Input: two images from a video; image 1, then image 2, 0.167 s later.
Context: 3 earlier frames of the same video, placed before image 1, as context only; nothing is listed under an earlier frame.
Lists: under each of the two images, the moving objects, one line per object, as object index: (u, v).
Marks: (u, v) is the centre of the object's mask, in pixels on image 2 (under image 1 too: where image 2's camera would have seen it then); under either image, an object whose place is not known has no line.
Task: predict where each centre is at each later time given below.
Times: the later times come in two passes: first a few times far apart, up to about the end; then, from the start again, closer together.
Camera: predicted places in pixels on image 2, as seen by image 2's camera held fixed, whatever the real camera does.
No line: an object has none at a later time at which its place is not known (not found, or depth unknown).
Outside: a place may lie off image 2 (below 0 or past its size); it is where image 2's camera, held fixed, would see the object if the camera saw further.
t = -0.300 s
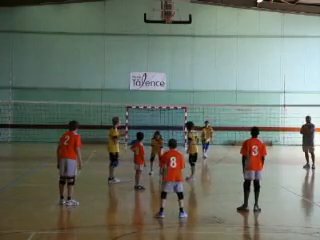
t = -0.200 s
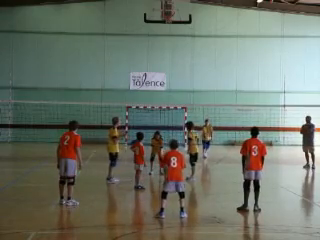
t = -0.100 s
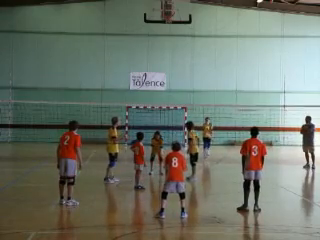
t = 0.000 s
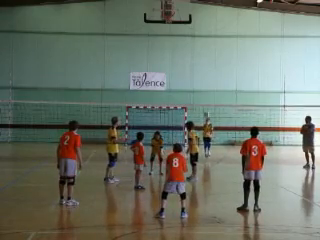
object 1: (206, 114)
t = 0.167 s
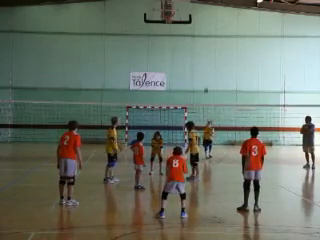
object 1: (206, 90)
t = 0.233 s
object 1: (207, 79)
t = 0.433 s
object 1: (207, 60)
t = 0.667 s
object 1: (207, 52)
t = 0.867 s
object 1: (207, 56)
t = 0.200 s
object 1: (206, 84)
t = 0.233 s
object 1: (207, 79)
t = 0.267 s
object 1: (206, 75)
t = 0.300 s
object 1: (206, 71)
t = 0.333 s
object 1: (206, 67)
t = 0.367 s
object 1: (207, 67)
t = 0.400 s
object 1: (206, 64)
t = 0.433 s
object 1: (207, 60)
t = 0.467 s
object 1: (207, 58)
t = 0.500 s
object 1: (207, 56)
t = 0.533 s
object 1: (207, 54)
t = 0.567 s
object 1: (207, 54)
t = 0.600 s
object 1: (207, 53)
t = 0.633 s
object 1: (207, 52)
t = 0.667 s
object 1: (207, 52)
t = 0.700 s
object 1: (207, 52)
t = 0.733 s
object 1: (207, 52)
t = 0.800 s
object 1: (207, 53)
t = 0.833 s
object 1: (207, 54)
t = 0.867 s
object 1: (207, 56)
